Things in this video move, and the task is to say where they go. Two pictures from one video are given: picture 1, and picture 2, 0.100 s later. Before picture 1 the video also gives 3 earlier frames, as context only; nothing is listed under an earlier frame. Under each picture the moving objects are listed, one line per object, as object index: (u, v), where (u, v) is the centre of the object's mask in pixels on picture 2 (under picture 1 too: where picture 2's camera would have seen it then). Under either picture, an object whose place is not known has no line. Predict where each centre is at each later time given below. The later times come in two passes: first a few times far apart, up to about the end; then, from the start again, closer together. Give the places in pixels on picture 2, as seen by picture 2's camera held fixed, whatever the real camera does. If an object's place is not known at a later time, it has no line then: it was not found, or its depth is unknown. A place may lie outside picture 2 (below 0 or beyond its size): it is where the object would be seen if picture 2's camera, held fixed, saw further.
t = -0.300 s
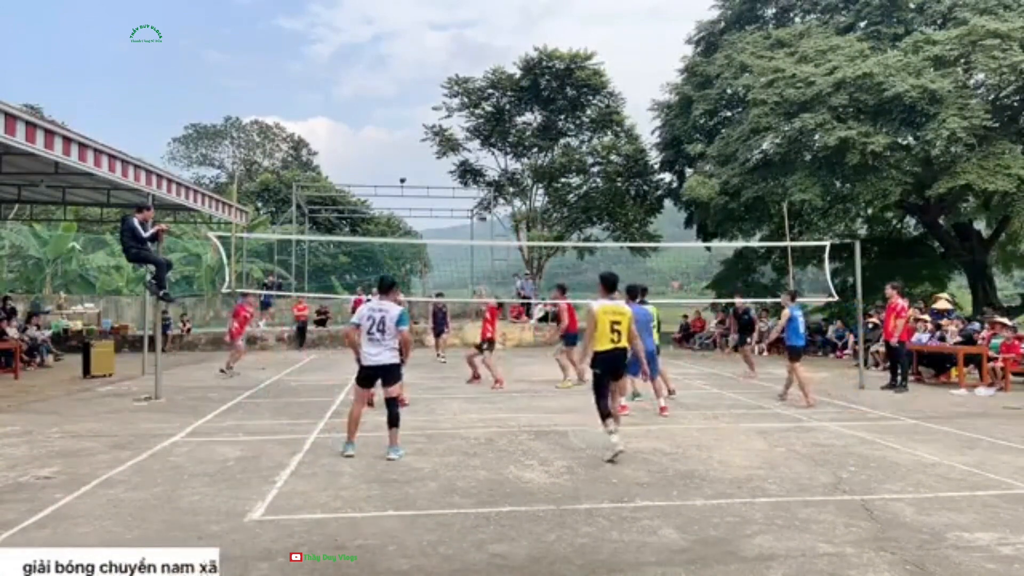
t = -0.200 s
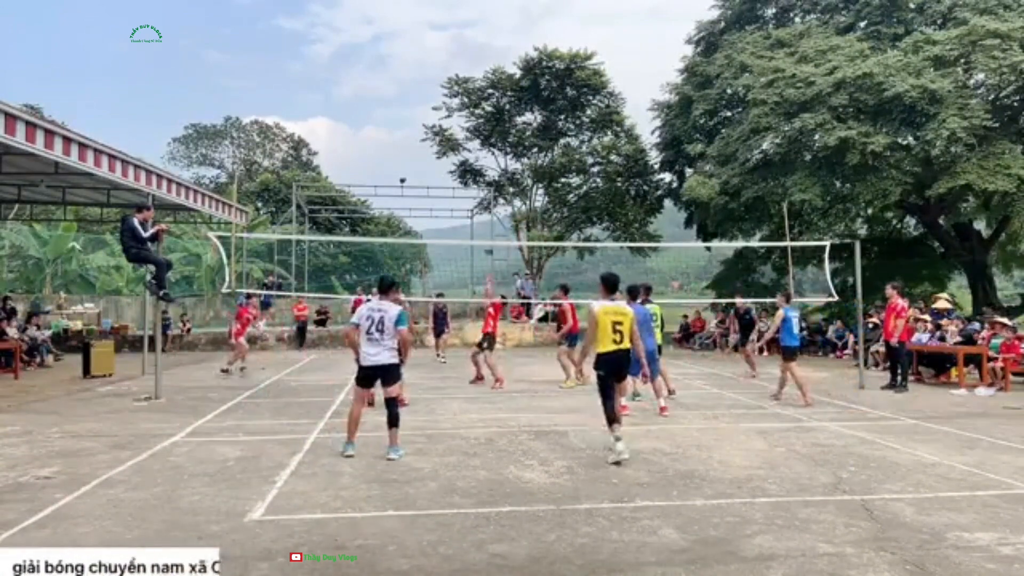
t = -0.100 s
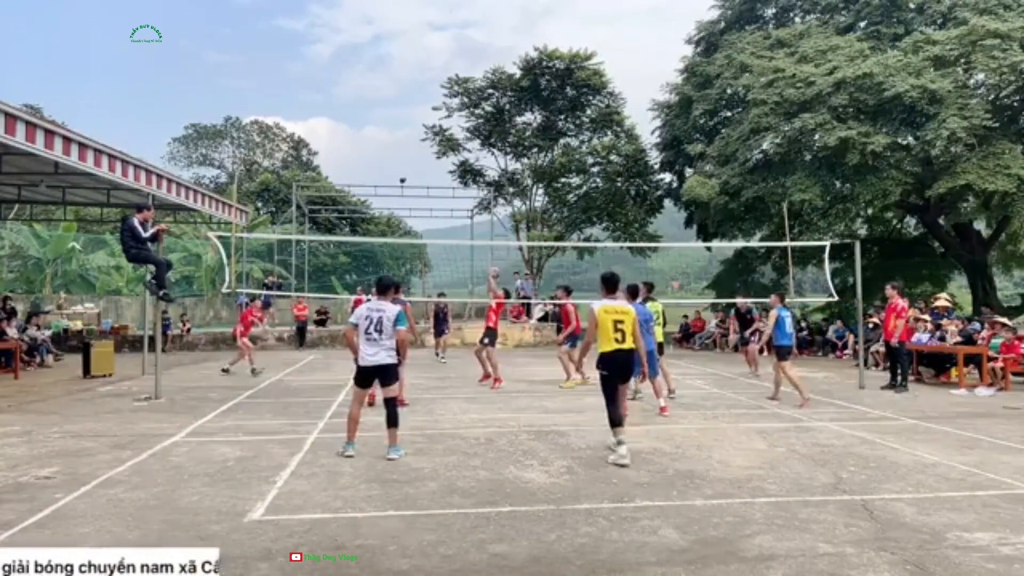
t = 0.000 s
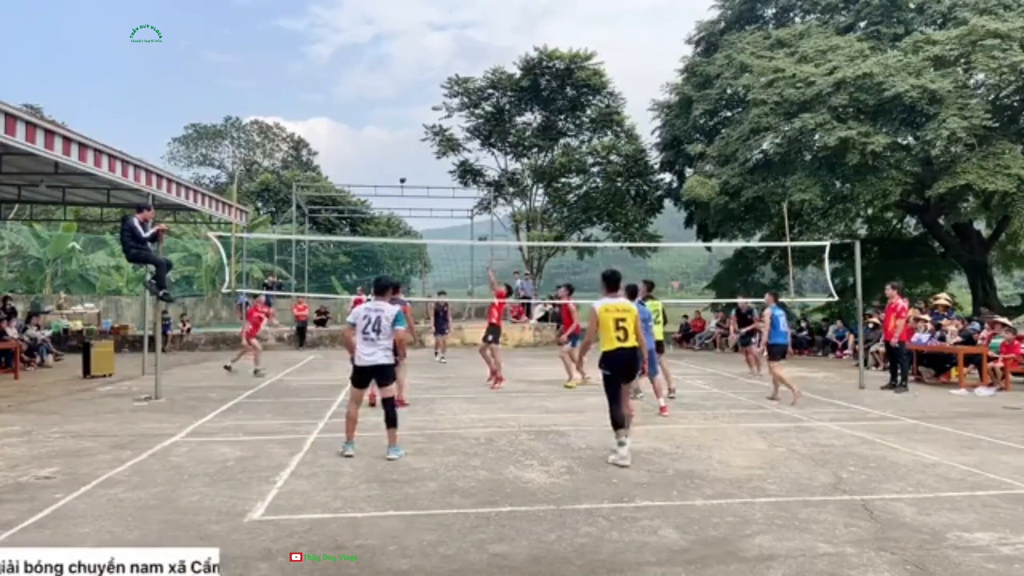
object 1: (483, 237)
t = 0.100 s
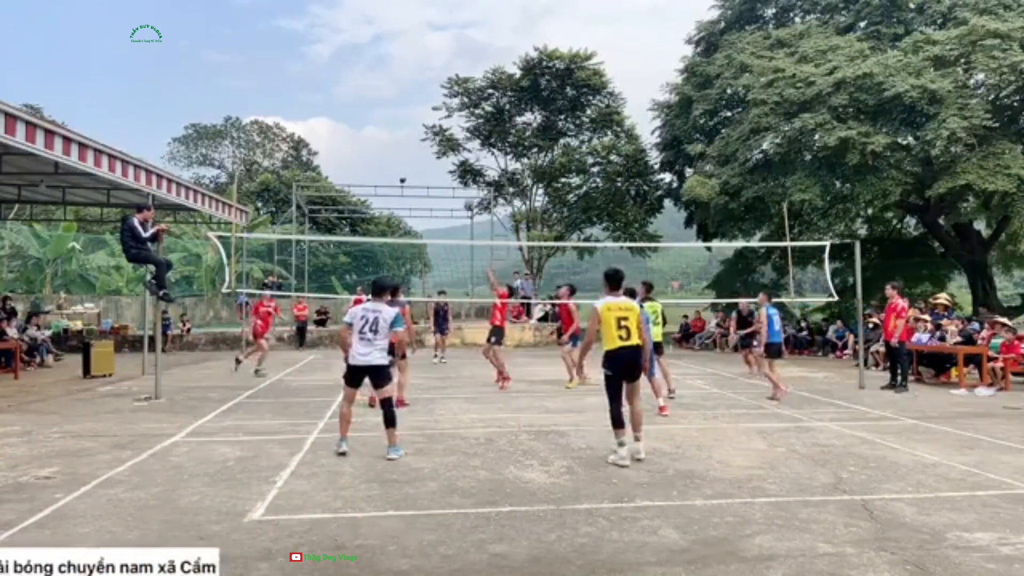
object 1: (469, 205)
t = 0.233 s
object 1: (451, 170)
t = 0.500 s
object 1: (416, 133)
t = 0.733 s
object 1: (385, 132)
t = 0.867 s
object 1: (367, 148)
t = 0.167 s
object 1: (461, 186)
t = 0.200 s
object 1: (456, 178)
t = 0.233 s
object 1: (451, 170)
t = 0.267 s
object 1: (446, 164)
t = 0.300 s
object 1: (442, 156)
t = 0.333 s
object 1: (437, 153)
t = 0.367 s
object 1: (434, 147)
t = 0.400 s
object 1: (429, 141)
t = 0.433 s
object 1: (424, 138)
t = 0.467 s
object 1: (421, 135)
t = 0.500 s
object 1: (416, 133)
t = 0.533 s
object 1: (411, 131)
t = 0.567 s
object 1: (407, 129)
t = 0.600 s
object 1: (403, 129)
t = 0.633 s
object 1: (398, 129)
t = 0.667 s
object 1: (394, 129)
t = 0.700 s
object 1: (389, 130)
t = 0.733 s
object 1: (385, 132)
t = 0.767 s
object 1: (380, 135)
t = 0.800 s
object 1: (376, 138)
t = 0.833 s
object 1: (371, 143)
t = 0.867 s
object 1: (367, 148)
